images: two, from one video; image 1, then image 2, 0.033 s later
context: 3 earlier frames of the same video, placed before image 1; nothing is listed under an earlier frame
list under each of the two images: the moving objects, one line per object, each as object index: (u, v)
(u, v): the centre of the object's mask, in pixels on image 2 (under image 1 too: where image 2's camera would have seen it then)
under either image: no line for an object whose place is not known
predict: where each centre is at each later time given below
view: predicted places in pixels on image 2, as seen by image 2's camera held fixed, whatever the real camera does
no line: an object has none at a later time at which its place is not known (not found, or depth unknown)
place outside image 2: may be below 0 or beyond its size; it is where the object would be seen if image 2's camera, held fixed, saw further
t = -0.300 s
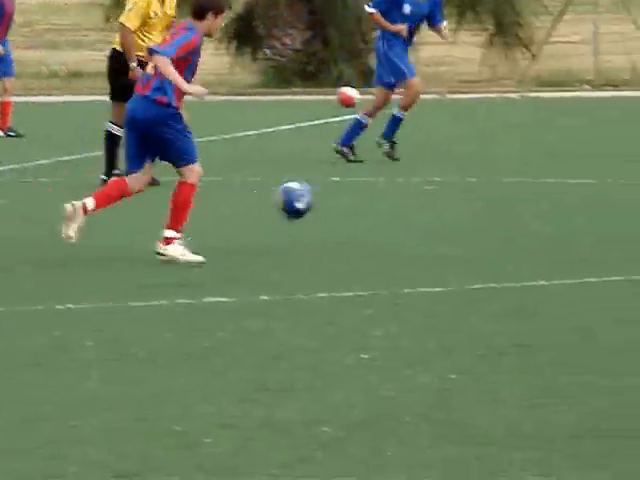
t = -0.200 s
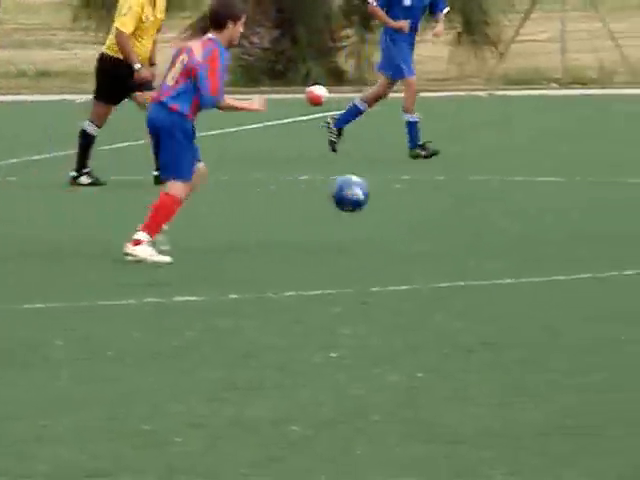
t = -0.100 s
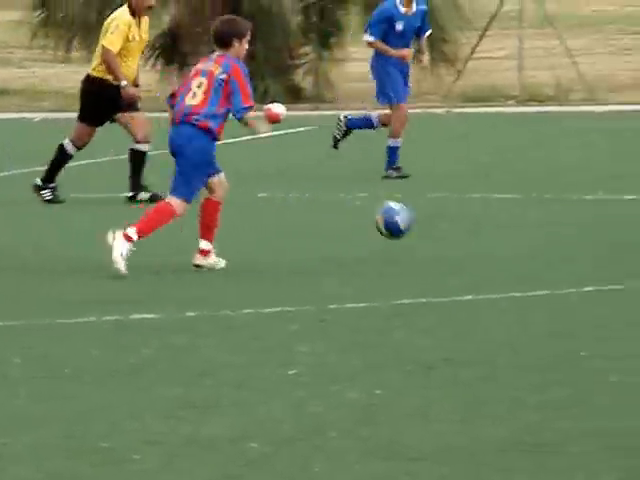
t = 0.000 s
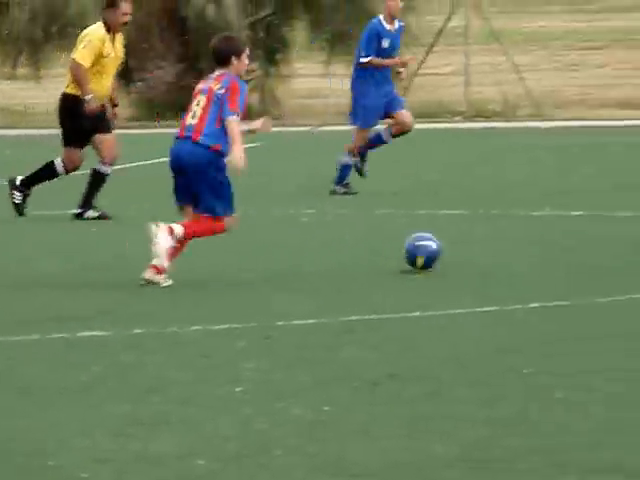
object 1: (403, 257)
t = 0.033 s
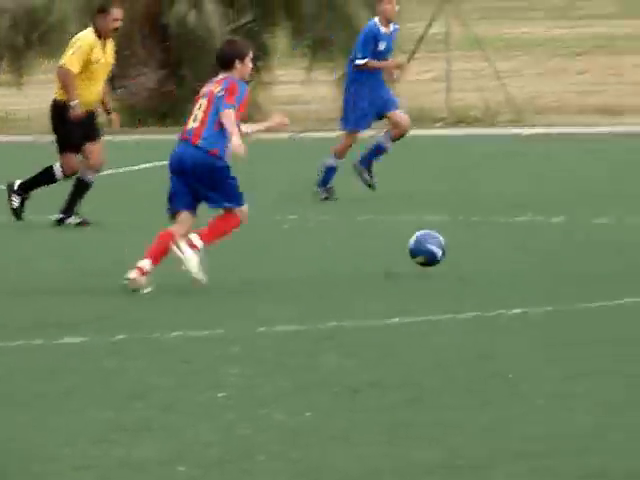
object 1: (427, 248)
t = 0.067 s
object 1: (452, 240)
